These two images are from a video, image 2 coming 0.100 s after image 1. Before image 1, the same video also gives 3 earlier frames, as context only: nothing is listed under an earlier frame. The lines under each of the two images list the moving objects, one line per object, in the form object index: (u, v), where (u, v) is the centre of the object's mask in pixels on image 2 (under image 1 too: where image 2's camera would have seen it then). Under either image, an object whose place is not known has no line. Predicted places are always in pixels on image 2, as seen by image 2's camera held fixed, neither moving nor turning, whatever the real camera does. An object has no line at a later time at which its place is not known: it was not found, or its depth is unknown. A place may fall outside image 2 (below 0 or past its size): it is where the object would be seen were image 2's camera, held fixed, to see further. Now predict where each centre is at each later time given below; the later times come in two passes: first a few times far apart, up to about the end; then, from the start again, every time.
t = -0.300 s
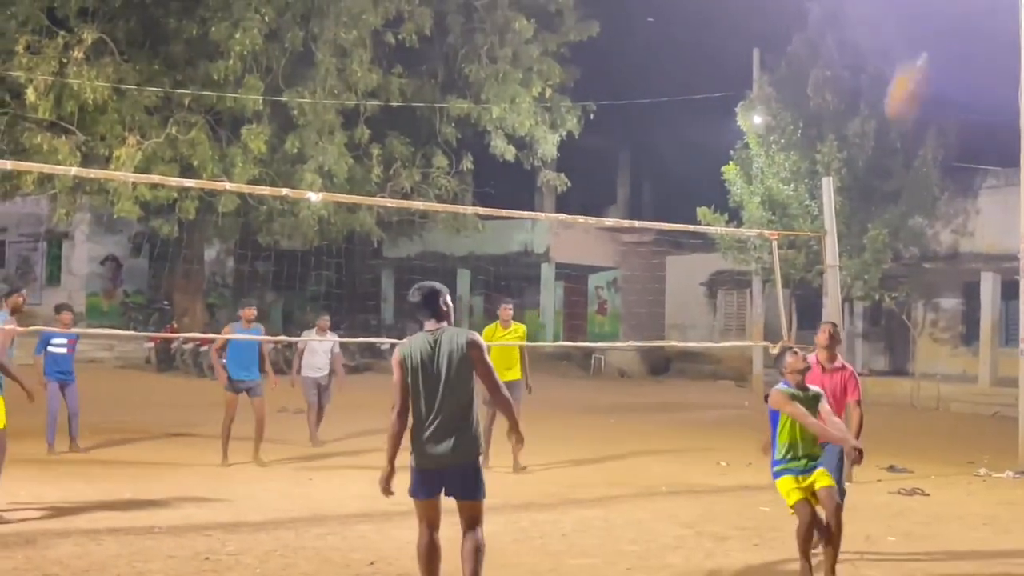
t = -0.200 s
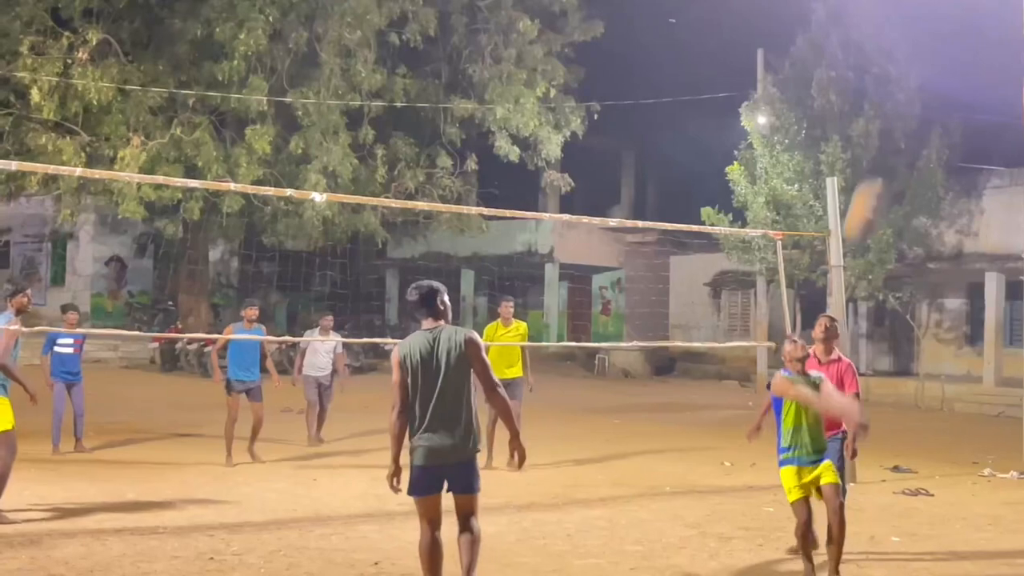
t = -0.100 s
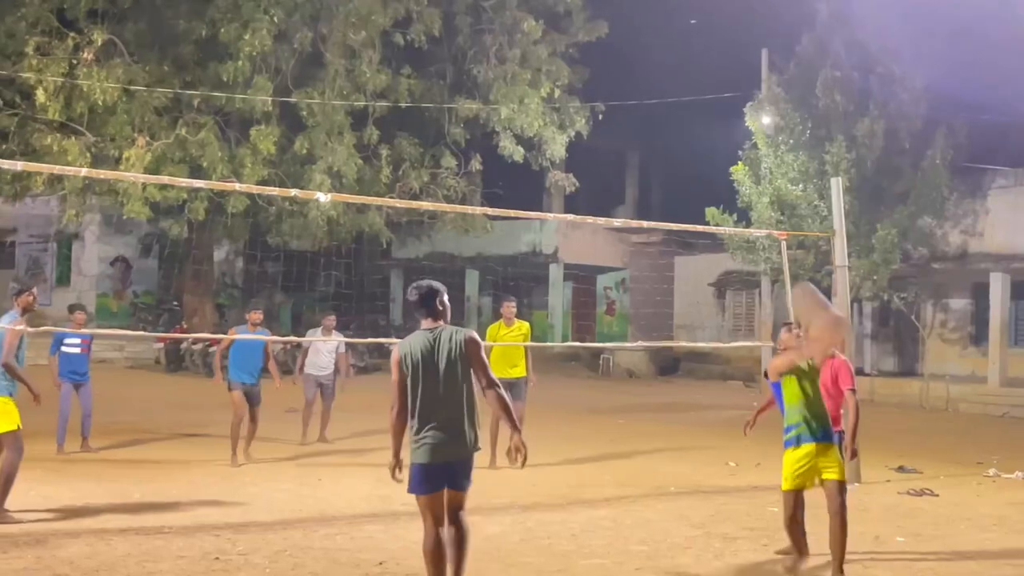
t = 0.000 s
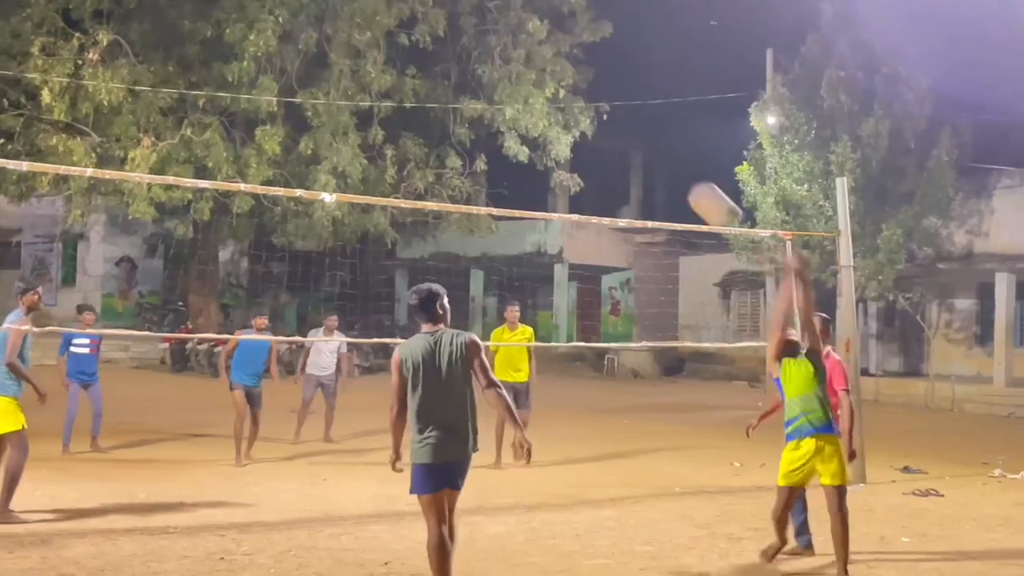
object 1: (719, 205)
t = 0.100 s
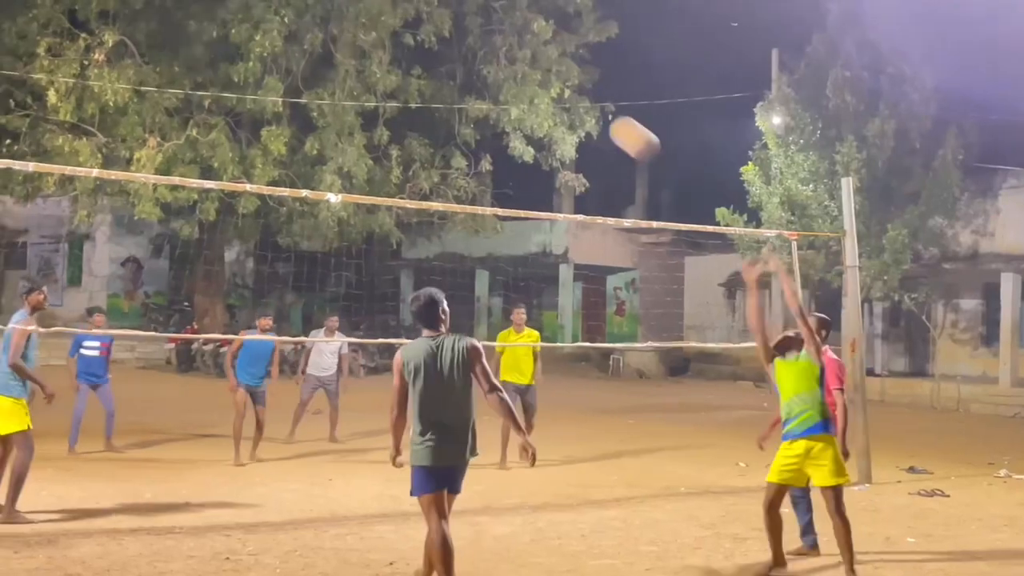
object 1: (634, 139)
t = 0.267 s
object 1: (518, 76)
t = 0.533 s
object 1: (382, 74)
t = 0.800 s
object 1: (286, 147)
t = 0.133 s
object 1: (608, 121)
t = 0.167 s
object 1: (585, 107)
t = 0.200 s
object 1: (560, 93)
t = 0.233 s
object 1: (539, 84)
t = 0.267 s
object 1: (518, 76)
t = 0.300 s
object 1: (497, 69)
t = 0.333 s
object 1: (478, 66)
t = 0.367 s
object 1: (461, 63)
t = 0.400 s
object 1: (443, 63)
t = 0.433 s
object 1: (426, 63)
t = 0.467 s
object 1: (411, 65)
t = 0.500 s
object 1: (396, 69)
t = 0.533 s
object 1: (382, 74)
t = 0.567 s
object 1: (368, 79)
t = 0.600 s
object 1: (355, 86)
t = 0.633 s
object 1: (342, 93)
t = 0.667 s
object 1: (330, 102)
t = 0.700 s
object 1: (318, 112)
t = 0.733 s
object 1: (307, 122)
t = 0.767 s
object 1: (297, 134)
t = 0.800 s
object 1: (286, 147)
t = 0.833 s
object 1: (276, 159)
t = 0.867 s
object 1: (267, 171)
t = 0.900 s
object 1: (256, 188)
